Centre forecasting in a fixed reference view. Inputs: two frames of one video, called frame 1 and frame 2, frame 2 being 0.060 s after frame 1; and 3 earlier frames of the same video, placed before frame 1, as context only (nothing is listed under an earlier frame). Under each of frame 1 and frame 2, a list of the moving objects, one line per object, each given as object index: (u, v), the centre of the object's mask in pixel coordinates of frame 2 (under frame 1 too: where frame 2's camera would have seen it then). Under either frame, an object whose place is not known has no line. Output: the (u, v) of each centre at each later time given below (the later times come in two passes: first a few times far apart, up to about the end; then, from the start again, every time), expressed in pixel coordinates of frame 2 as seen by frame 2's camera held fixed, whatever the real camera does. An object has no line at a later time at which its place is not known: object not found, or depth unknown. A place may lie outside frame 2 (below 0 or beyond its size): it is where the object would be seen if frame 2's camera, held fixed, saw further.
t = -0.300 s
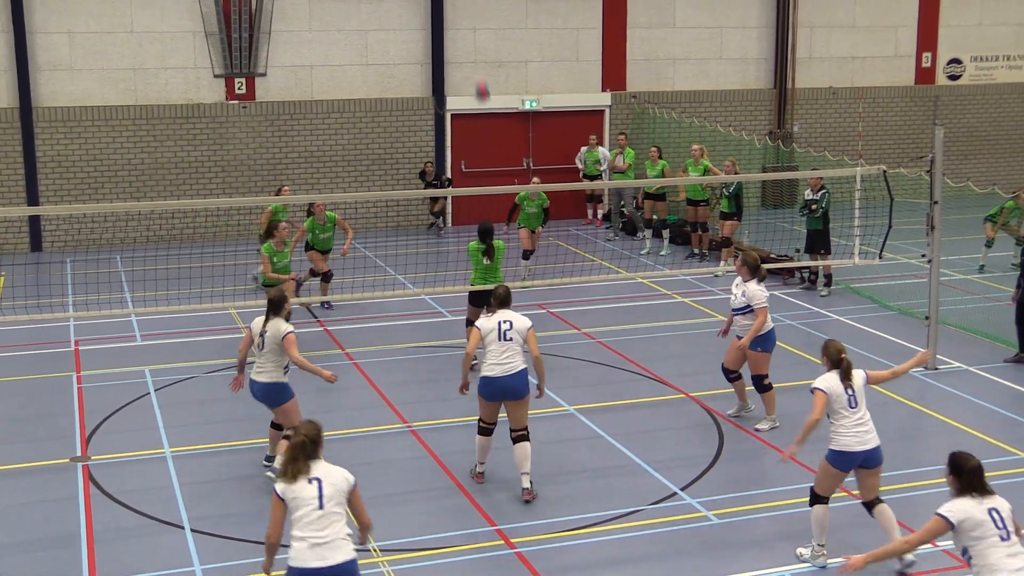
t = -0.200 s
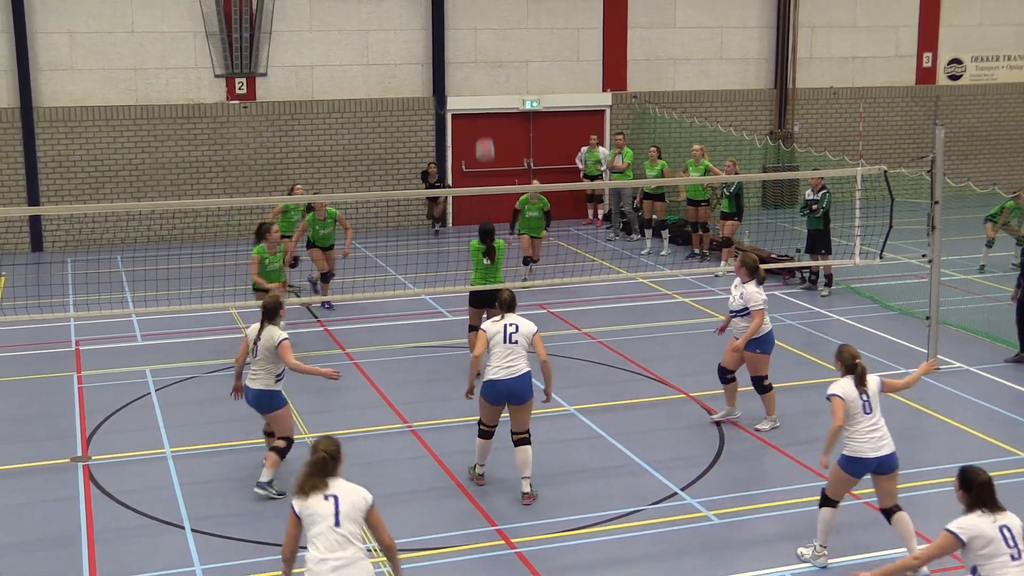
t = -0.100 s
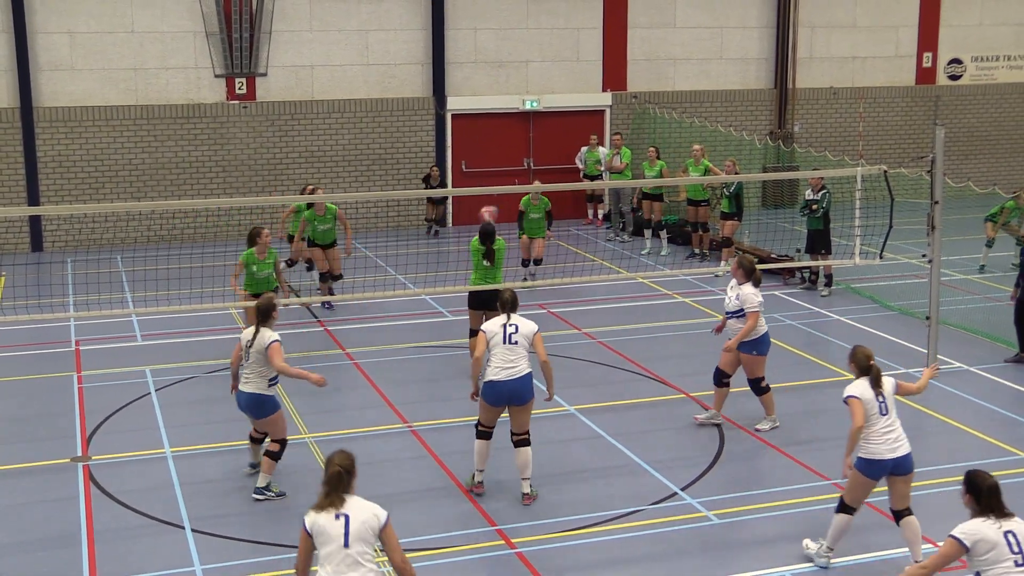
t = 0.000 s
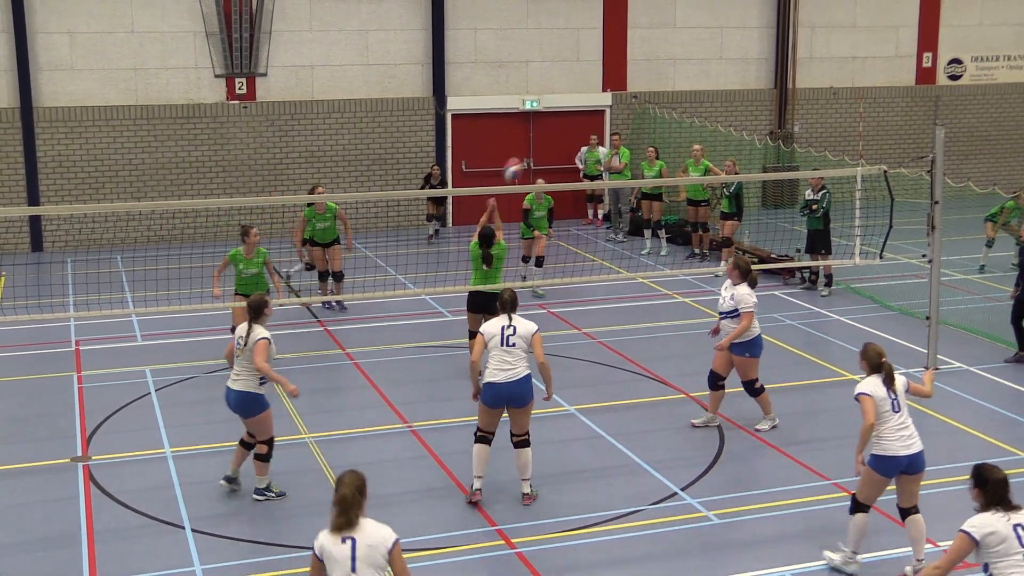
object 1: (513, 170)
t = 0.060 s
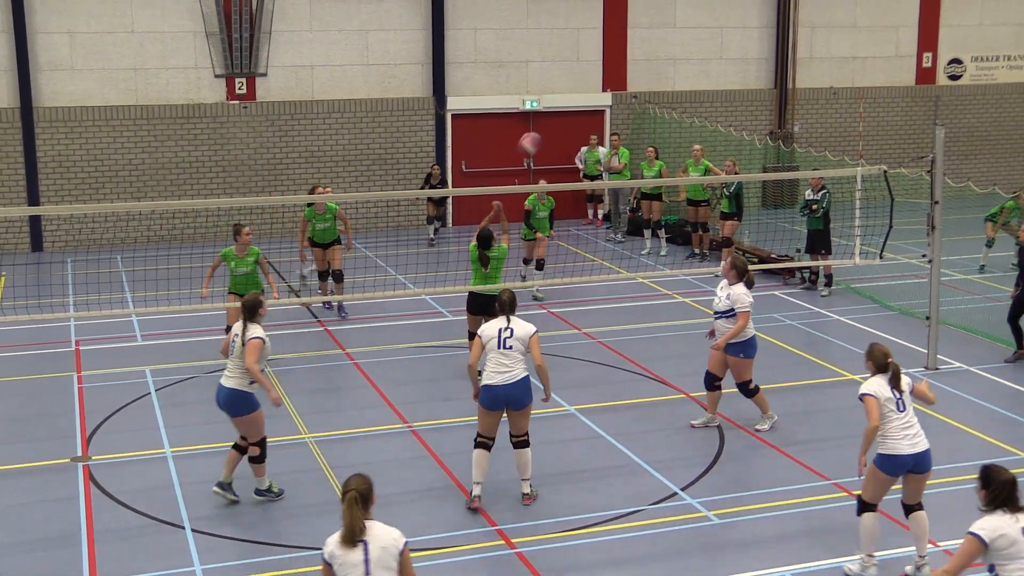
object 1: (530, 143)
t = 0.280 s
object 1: (598, 71)
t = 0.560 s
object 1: (710, 46)
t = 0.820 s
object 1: (841, 121)
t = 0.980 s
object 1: (937, 234)
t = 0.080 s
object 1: (535, 136)
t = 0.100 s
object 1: (540, 128)
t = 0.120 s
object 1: (547, 120)
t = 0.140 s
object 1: (552, 114)
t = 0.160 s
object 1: (559, 107)
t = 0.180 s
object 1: (565, 99)
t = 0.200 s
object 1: (571, 93)
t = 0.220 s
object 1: (578, 87)
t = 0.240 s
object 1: (584, 82)
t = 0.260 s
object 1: (591, 77)
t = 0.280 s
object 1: (598, 71)
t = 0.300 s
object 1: (606, 67)
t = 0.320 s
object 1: (612, 62)
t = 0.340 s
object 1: (620, 59)
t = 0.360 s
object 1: (626, 56)
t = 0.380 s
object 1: (635, 52)
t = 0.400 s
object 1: (642, 50)
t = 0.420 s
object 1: (650, 47)
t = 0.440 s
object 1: (659, 45)
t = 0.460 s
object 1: (667, 44)
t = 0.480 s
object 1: (675, 43)
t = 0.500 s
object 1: (683, 43)
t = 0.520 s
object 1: (692, 43)
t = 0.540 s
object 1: (701, 44)
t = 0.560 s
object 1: (710, 46)
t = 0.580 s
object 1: (720, 47)
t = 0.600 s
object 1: (729, 50)
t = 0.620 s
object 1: (738, 53)
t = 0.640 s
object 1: (748, 57)
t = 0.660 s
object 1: (757, 61)
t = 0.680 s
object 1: (768, 66)
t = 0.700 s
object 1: (778, 72)
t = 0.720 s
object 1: (788, 78)
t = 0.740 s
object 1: (798, 85)
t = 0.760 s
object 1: (809, 92)
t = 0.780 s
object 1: (820, 102)
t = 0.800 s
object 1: (831, 111)
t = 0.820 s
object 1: (841, 121)
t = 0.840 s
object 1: (852, 131)
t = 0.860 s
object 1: (865, 145)
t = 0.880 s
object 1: (876, 155)
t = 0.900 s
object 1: (887, 169)
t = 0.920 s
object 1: (900, 184)
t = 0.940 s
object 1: (913, 200)
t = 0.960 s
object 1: (925, 217)
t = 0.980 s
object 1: (937, 234)
